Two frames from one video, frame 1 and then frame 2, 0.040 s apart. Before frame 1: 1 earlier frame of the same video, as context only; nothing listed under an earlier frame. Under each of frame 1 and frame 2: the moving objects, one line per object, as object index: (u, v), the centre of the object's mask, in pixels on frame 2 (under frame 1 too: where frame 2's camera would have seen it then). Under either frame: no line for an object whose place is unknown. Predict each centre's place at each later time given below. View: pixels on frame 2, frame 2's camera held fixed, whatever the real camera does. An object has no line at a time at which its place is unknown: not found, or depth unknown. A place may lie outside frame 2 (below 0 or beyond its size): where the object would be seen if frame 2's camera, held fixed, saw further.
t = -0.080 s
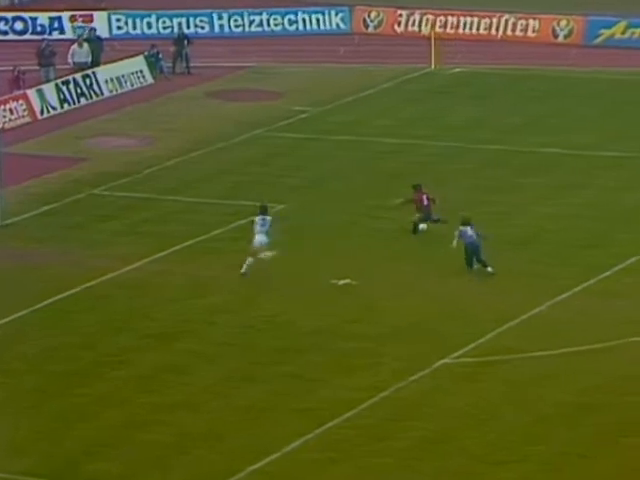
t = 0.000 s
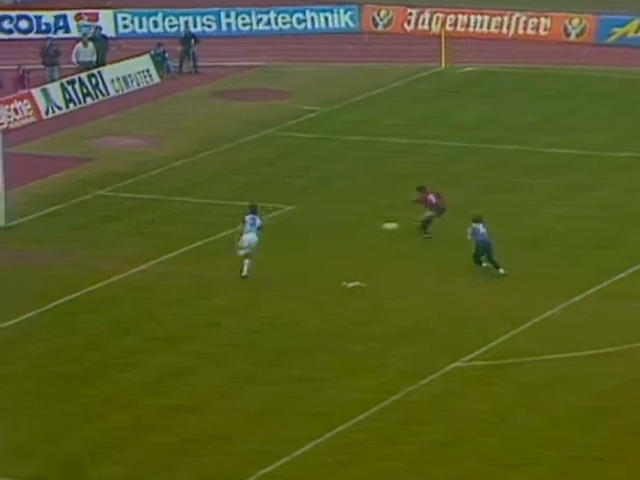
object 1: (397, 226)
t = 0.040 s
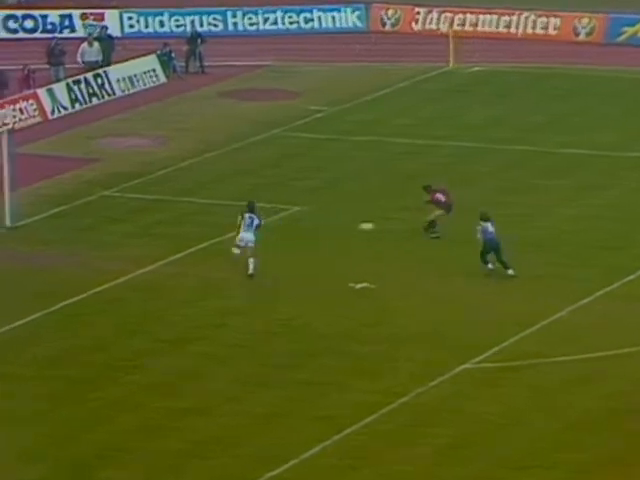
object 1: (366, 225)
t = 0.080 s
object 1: (335, 226)
